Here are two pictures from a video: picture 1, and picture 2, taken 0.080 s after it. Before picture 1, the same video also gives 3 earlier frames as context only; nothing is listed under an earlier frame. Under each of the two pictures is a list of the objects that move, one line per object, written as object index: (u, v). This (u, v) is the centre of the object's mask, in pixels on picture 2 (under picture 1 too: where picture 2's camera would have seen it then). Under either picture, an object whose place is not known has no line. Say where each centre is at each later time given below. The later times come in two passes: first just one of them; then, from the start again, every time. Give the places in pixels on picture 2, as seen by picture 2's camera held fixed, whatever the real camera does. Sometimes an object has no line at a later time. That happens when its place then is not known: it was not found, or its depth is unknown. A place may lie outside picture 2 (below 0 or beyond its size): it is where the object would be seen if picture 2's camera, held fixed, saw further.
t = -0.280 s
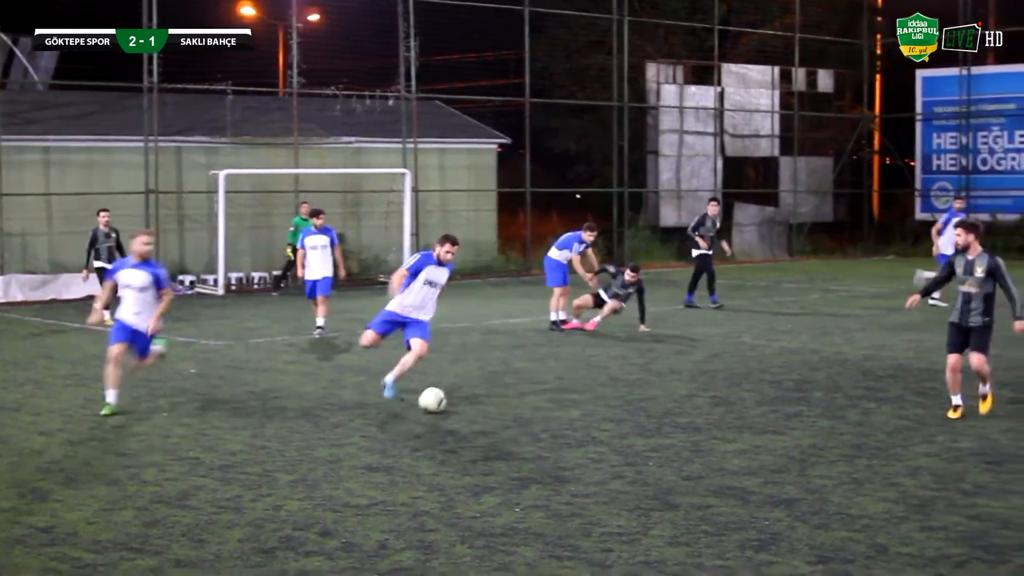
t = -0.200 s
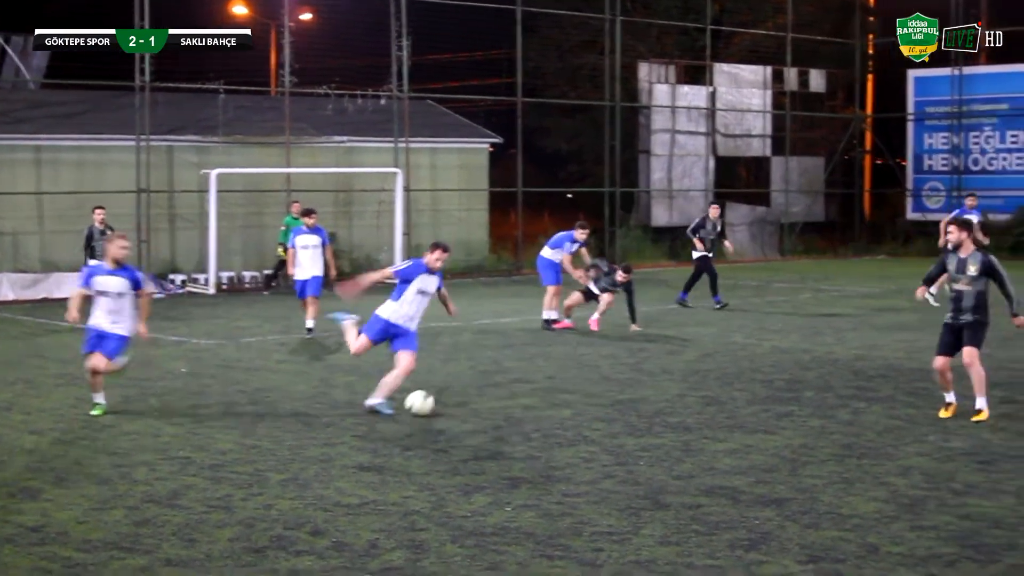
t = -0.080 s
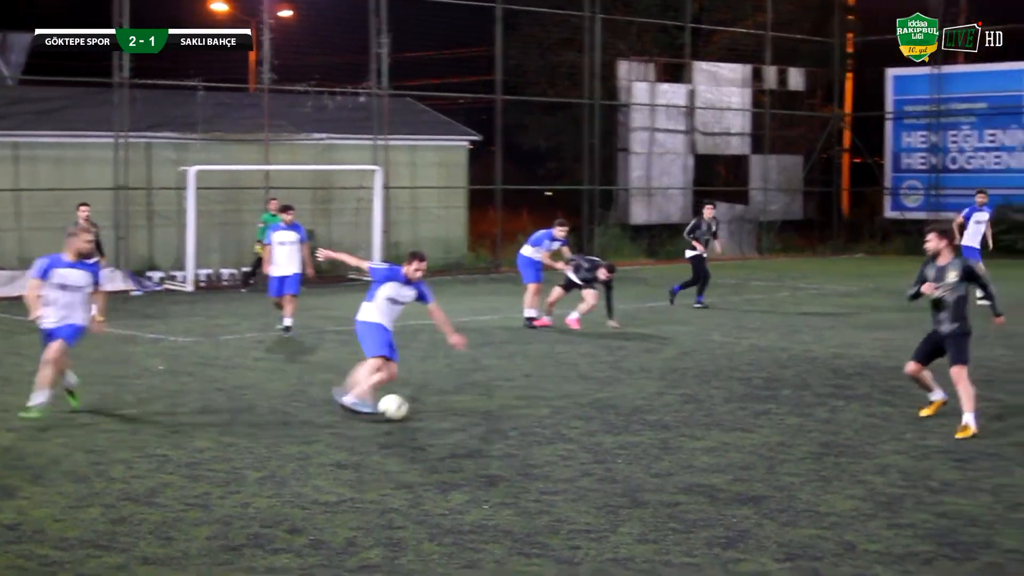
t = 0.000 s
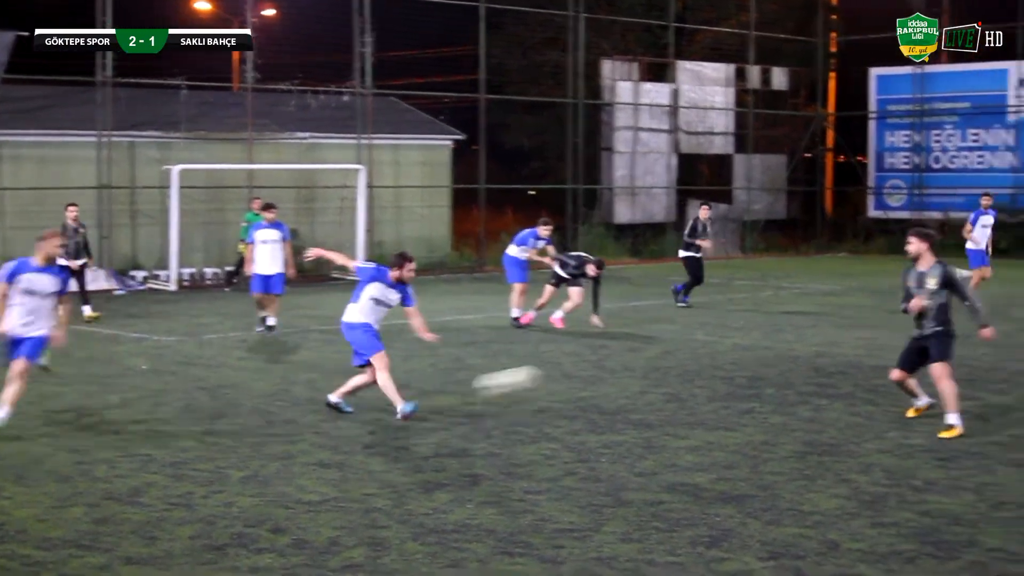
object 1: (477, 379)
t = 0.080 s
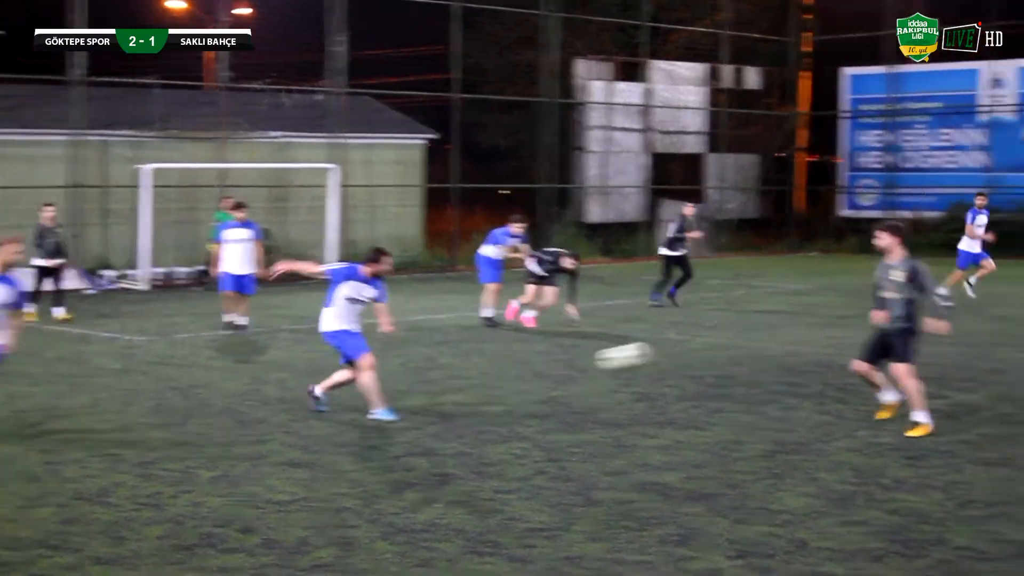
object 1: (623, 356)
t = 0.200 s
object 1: (815, 332)
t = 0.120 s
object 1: (691, 346)
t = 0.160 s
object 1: (755, 339)
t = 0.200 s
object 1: (815, 332)
